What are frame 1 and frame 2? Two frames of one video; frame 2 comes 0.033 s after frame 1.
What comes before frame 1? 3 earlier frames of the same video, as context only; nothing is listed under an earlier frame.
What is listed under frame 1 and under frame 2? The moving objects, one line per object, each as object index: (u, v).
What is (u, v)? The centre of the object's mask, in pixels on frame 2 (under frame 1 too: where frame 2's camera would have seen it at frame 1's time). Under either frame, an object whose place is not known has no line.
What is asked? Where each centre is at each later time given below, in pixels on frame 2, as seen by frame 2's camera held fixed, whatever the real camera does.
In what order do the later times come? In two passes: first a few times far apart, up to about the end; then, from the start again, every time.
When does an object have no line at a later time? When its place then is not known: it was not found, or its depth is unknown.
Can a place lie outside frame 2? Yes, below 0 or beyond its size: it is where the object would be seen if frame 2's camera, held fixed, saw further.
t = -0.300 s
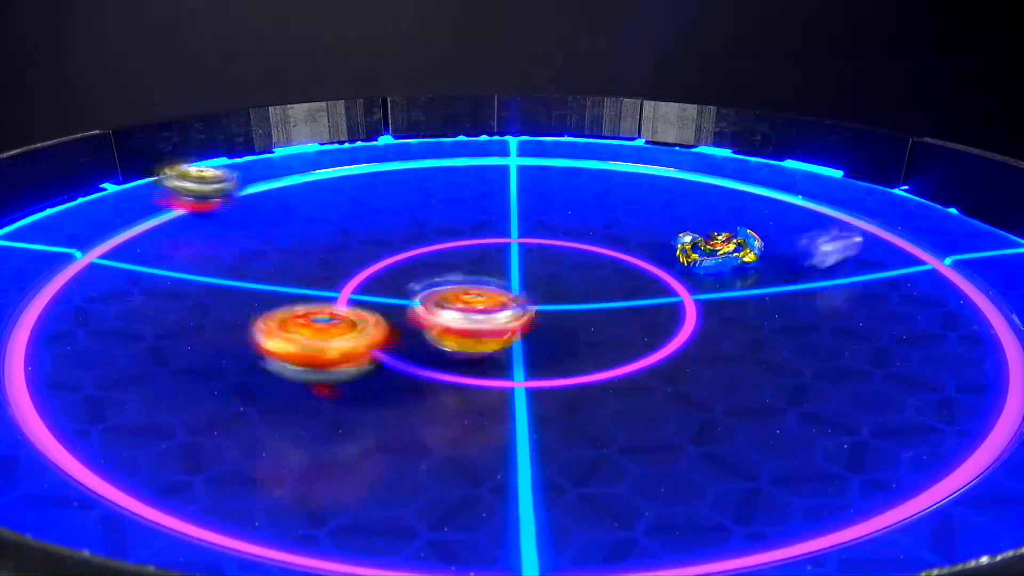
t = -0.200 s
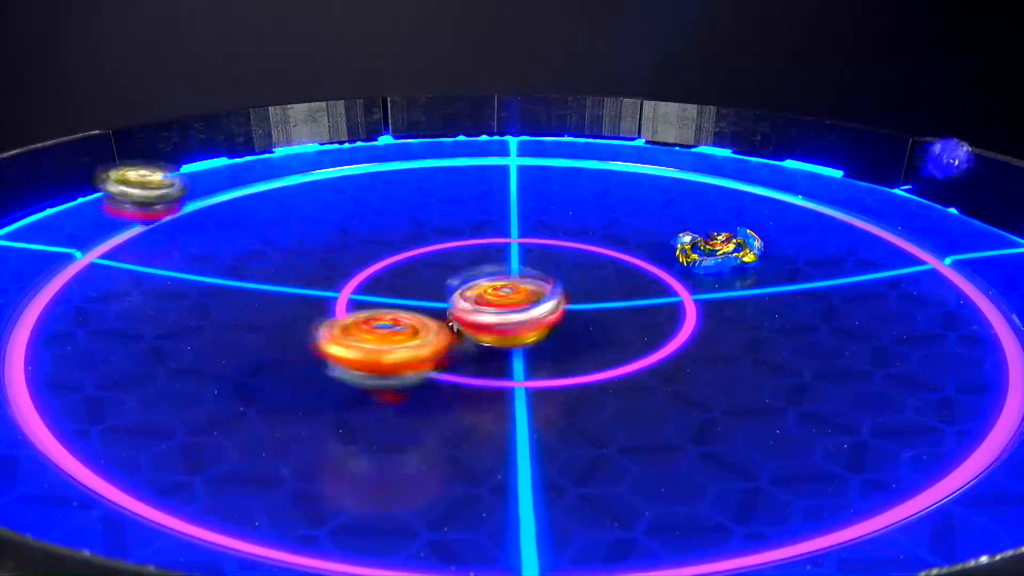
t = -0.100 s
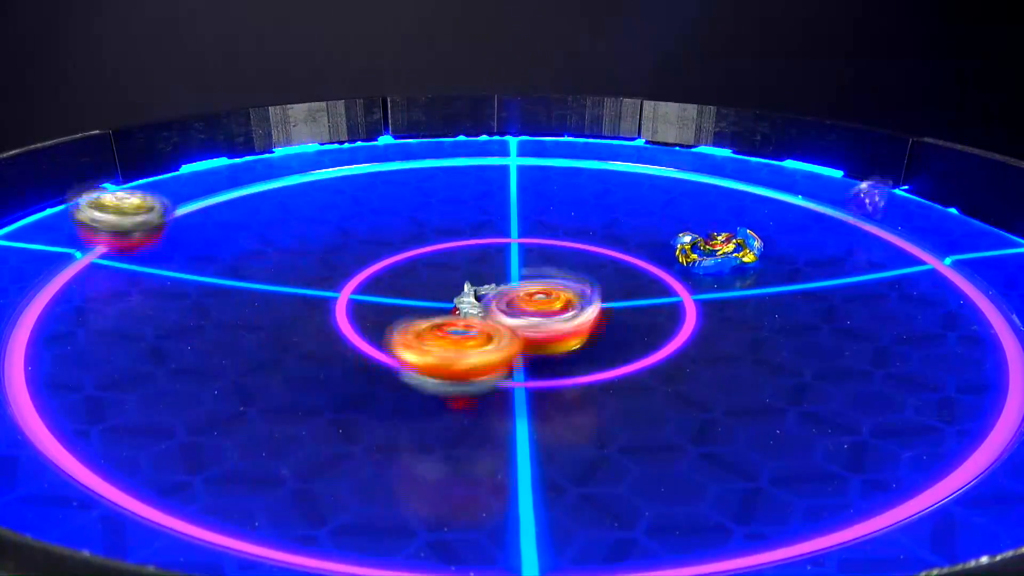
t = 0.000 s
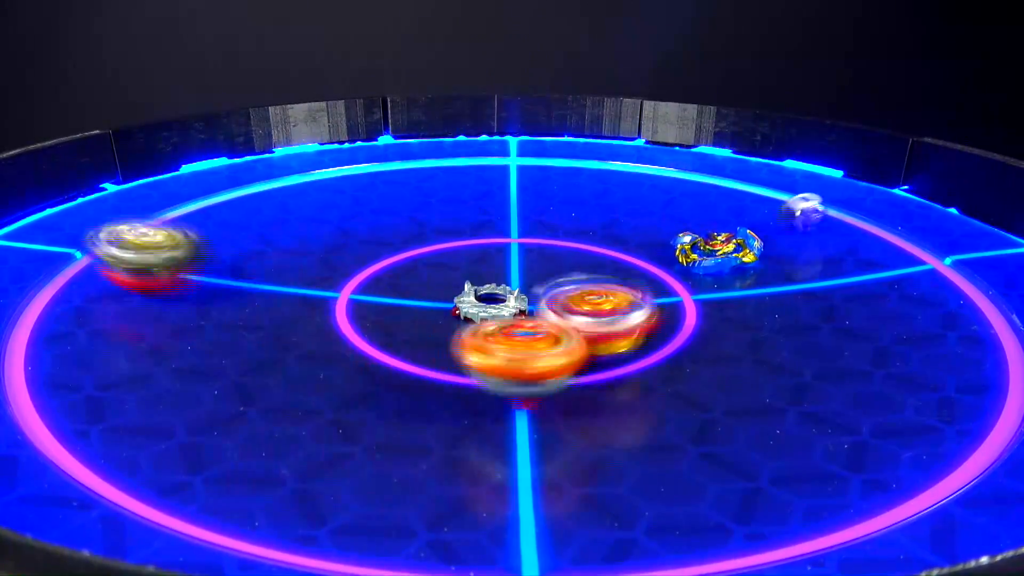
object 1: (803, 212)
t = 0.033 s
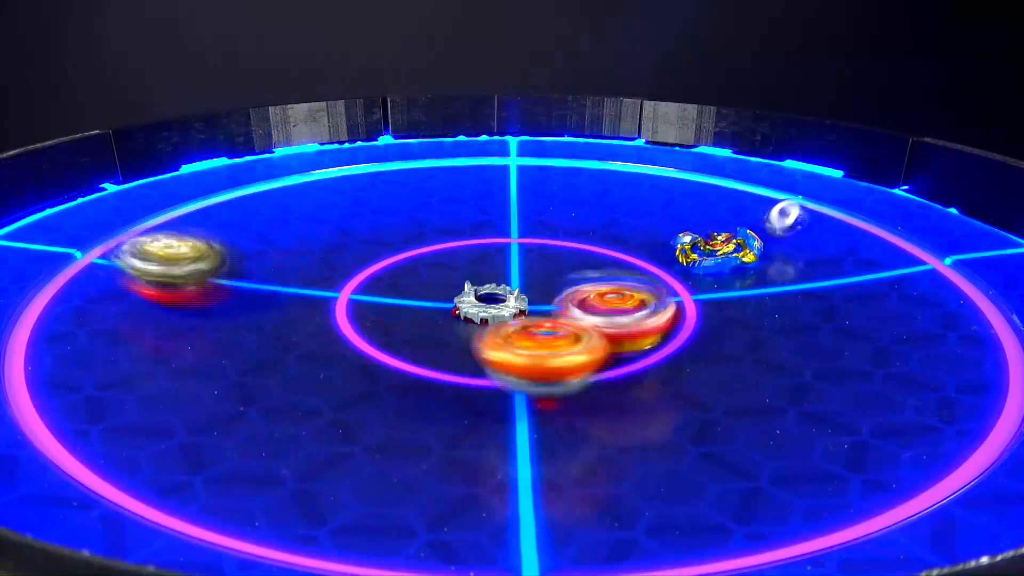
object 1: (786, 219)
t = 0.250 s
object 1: (741, 219)
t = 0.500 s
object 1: (681, 222)
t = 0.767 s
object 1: (610, 259)
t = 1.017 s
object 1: (511, 284)
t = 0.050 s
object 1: (779, 221)
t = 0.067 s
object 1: (772, 222)
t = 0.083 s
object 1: (765, 223)
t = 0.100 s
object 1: (763, 223)
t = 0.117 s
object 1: (762, 223)
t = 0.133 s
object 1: (761, 222)
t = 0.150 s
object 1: (758, 222)
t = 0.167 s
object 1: (756, 222)
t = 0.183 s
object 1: (754, 222)
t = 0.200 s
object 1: (751, 222)
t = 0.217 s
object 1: (747, 220)
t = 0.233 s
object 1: (744, 220)
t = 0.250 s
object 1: (741, 219)
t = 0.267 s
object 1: (736, 219)
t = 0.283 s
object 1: (733, 220)
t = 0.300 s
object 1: (730, 219)
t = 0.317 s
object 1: (727, 219)
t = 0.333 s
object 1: (722, 219)
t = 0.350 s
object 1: (719, 219)
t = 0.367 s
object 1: (714, 218)
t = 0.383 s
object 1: (710, 218)
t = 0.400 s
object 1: (705, 216)
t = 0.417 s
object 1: (704, 214)
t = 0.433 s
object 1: (693, 208)
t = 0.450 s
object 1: (692, 215)
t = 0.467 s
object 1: (688, 218)
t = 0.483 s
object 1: (684, 221)
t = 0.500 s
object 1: (681, 222)
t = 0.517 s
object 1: (677, 225)
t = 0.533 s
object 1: (674, 227)
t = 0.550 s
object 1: (669, 227)
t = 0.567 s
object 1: (662, 229)
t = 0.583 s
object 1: (657, 231)
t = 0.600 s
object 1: (653, 234)
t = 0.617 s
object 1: (649, 237)
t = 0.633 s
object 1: (646, 239)
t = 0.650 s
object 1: (642, 240)
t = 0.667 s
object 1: (635, 242)
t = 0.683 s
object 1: (631, 243)
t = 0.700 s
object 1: (626, 246)
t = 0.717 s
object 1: (623, 249)
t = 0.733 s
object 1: (619, 253)
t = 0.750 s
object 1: (615, 256)
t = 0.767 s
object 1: (610, 259)
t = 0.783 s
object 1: (606, 261)
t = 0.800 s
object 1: (600, 263)
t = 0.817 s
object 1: (594, 265)
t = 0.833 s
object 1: (587, 268)
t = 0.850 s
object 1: (581, 269)
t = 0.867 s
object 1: (574, 272)
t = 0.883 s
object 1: (568, 275)
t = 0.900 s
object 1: (562, 276)
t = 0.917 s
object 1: (554, 278)
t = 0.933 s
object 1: (546, 280)
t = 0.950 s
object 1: (541, 280)
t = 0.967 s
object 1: (533, 281)
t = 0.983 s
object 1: (526, 282)
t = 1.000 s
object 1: (517, 284)
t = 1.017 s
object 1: (511, 284)
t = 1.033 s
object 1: (502, 286)
